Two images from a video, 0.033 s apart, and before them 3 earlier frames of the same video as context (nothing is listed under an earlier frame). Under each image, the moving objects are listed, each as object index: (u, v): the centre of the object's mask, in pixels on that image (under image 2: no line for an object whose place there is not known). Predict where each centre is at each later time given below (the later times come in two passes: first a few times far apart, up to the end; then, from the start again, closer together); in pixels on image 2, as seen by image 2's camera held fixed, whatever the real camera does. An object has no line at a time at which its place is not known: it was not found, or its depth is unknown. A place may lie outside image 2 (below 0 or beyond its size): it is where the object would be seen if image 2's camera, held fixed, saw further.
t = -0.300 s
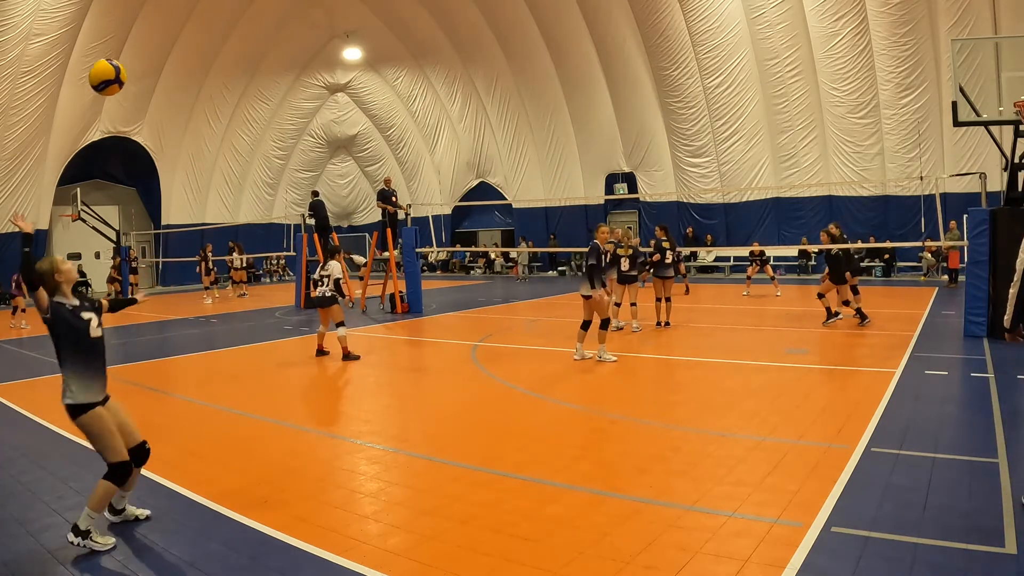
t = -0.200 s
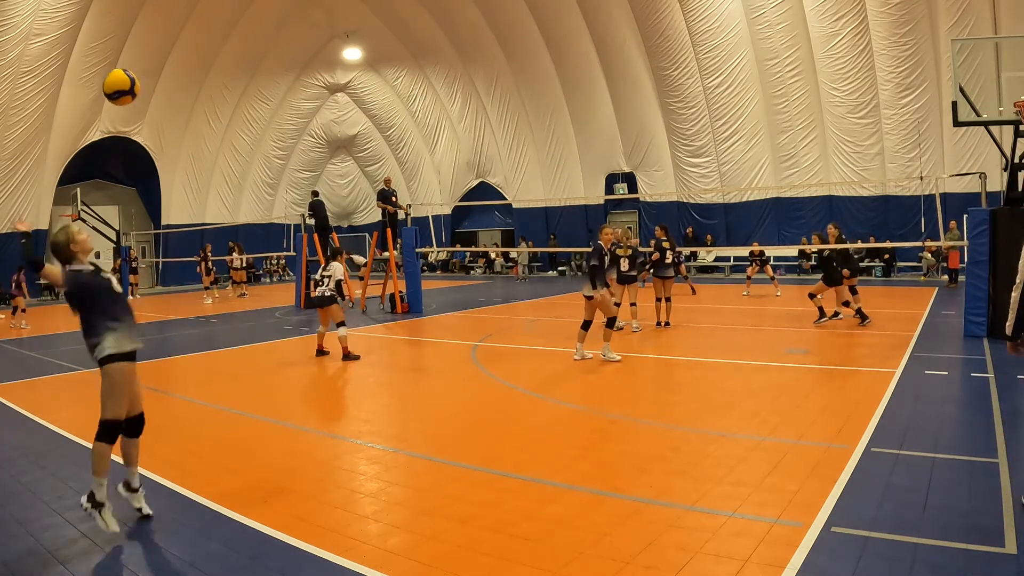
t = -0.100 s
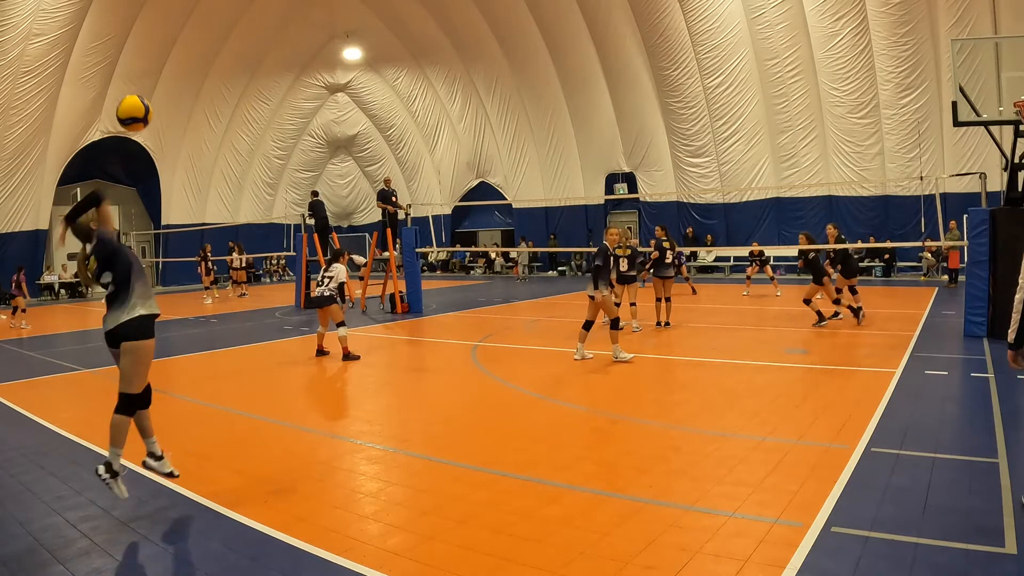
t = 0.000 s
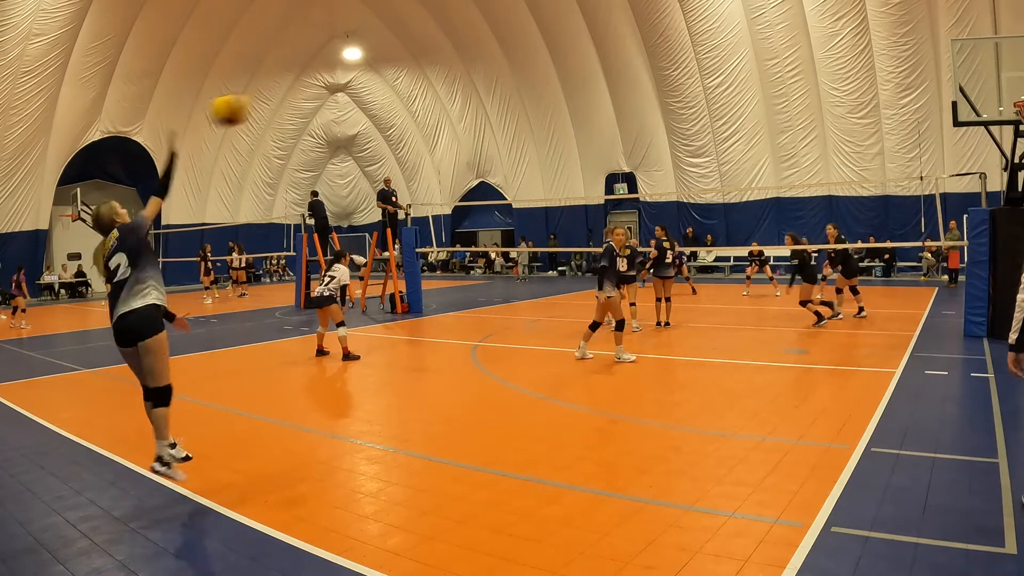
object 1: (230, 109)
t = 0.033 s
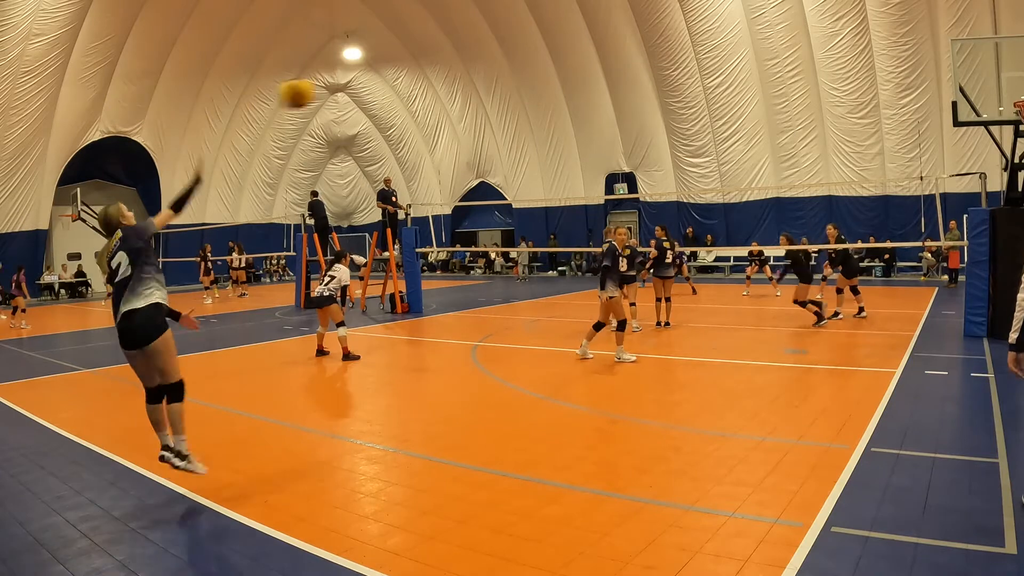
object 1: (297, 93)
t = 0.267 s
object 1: (606, 54)
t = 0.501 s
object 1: (751, 76)
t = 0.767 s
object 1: (837, 125)
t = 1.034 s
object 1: (886, 184)
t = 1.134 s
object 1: (901, 205)
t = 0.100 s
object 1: (412, 69)
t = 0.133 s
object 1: (460, 62)
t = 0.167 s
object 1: (503, 58)
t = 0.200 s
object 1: (540, 55)
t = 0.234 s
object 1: (575, 53)
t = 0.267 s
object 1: (606, 54)
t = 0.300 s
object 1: (634, 55)
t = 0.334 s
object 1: (658, 57)
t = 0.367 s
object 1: (681, 60)
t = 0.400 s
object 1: (701, 63)
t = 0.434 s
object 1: (719, 67)
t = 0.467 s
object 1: (735, 72)
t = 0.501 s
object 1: (751, 76)
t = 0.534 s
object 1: (765, 82)
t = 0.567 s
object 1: (778, 87)
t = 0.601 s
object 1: (789, 92)
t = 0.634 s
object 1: (800, 98)
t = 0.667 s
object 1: (810, 104)
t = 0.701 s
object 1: (819, 111)
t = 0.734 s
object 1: (828, 118)
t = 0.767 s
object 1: (837, 125)
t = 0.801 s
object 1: (844, 131)
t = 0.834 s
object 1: (851, 138)
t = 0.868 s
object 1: (857, 146)
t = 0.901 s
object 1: (864, 153)
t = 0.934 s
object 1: (871, 160)
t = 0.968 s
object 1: (876, 167)
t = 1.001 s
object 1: (882, 174)
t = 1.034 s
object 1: (886, 184)
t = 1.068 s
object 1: (892, 188)
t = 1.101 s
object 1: (896, 197)
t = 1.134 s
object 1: (901, 205)
